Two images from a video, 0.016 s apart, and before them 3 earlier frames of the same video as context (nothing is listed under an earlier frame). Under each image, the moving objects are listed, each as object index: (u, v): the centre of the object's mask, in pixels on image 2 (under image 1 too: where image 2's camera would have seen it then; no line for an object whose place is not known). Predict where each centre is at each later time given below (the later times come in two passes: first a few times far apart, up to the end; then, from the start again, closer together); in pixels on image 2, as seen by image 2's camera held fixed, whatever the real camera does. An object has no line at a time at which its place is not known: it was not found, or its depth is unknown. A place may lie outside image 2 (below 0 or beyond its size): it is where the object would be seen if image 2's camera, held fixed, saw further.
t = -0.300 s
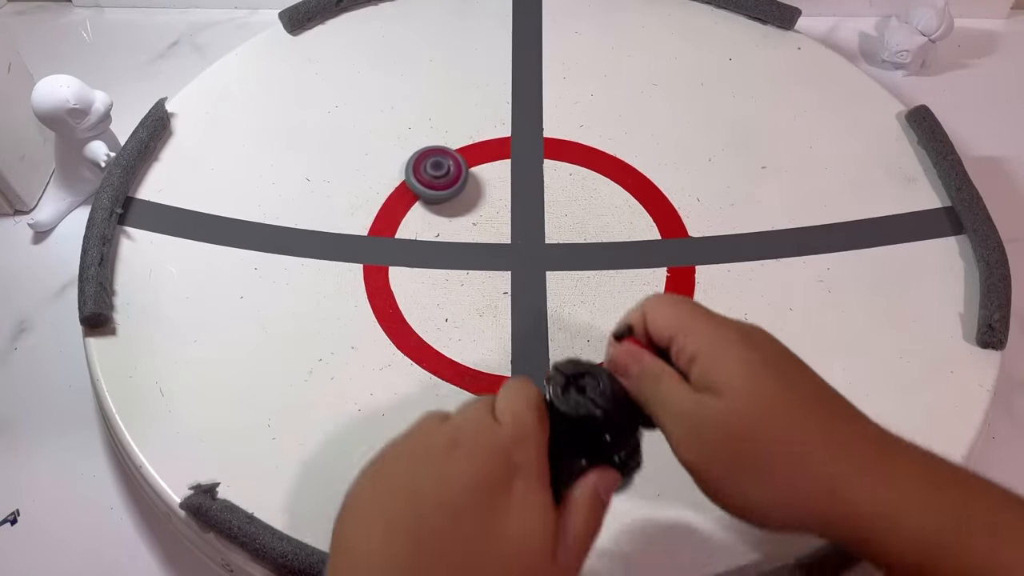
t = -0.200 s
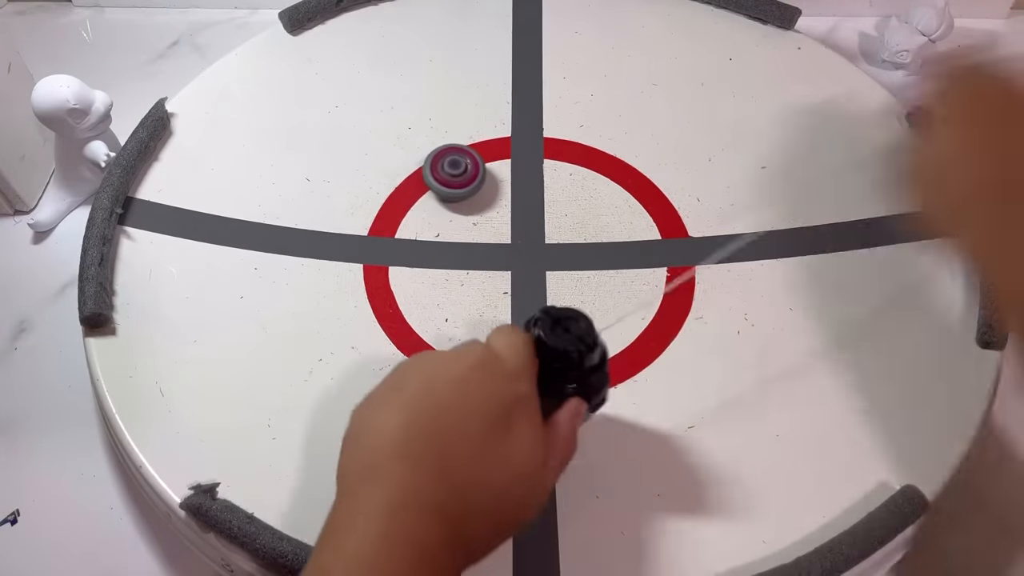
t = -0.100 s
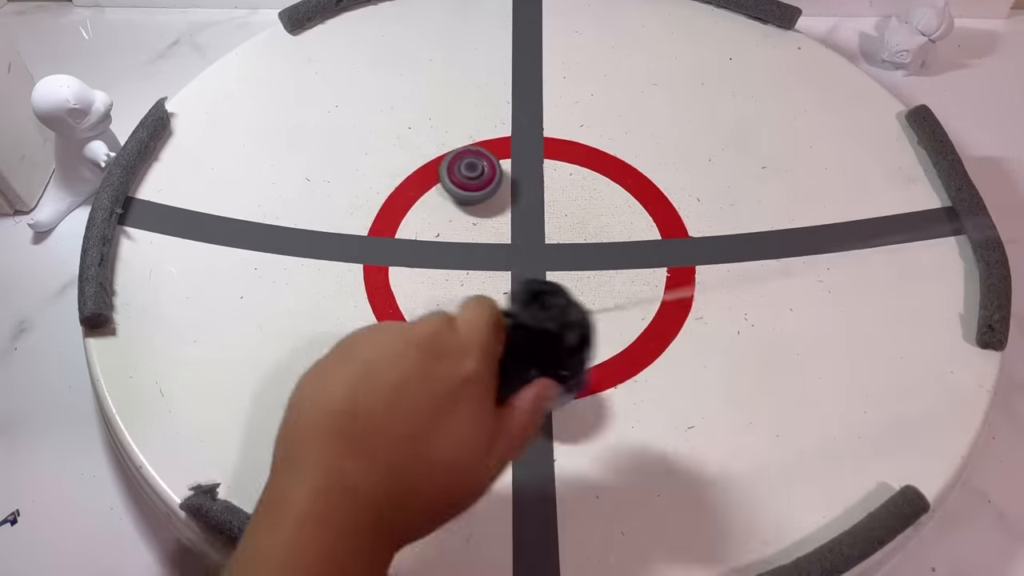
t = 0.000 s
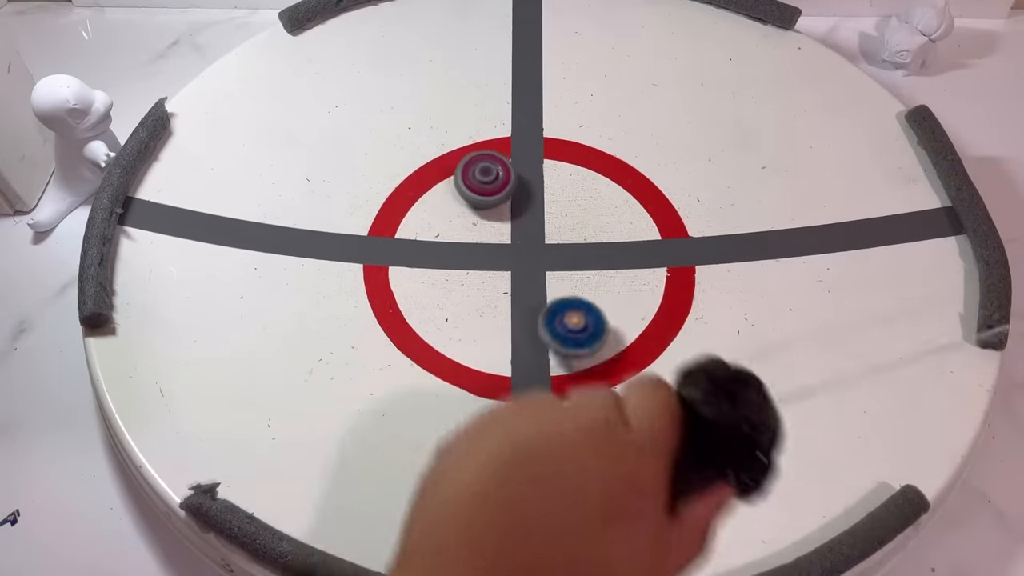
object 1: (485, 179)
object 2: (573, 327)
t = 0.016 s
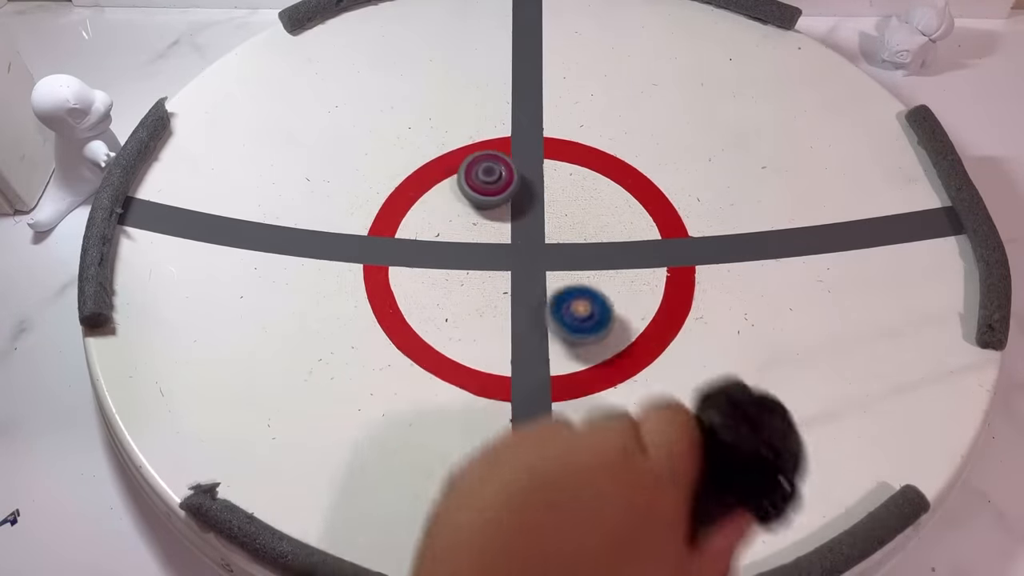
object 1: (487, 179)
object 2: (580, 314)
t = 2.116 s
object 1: (687, 211)
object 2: (346, 167)
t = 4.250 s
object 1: (504, 280)
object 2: (689, 139)
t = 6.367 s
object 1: (655, 372)
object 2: (472, 271)
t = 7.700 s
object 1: (665, 184)
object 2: (590, 414)
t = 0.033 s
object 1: (491, 180)
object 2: (586, 303)
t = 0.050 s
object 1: (495, 181)
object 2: (592, 292)
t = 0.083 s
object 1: (502, 181)
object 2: (602, 265)
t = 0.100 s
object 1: (507, 182)
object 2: (604, 252)
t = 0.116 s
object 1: (511, 181)
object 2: (605, 240)
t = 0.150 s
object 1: (518, 181)
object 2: (601, 213)
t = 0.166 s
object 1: (521, 180)
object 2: (597, 203)
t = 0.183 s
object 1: (525, 179)
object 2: (591, 189)
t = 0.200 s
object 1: (510, 173)
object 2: (611, 181)
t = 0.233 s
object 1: (466, 158)
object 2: (659, 173)
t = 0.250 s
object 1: (446, 150)
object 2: (680, 163)
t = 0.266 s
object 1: (428, 145)
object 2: (700, 157)
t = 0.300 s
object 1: (394, 133)
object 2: (730, 140)
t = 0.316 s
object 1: (379, 127)
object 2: (742, 132)
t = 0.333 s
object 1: (365, 123)
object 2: (751, 123)
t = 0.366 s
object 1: (342, 116)
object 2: (765, 99)
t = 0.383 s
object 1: (332, 114)
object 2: (769, 86)
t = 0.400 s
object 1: (323, 113)
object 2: (770, 73)
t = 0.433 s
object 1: (309, 114)
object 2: (766, 48)
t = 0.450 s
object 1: (303, 115)
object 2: (760, 36)
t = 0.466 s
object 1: (299, 118)
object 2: (751, 25)
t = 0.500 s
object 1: (294, 127)
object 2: (709, 15)
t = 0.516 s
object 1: (294, 132)
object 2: (685, 12)
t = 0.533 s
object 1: (294, 138)
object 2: (661, 14)
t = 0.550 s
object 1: (295, 145)
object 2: (638, 13)
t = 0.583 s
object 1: (299, 162)
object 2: (594, 14)
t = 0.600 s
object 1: (302, 171)
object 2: (575, 16)
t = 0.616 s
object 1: (306, 181)
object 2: (557, 19)
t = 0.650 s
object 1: (314, 199)
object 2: (521, 29)
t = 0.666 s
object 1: (319, 207)
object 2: (504, 37)
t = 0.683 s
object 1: (326, 217)
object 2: (486, 47)
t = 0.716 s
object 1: (338, 235)
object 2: (454, 66)
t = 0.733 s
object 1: (346, 241)
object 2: (439, 77)
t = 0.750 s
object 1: (354, 248)
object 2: (424, 88)
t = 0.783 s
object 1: (370, 261)
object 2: (398, 116)
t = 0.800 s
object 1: (379, 265)
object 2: (386, 130)
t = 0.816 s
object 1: (389, 271)
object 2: (377, 146)
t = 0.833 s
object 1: (401, 276)
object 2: (369, 162)
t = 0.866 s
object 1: (424, 287)
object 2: (358, 195)
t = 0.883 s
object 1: (435, 293)
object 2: (354, 212)
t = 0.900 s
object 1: (447, 297)
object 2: (353, 229)
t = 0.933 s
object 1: (469, 304)
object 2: (357, 263)
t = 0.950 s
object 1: (479, 306)
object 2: (361, 281)
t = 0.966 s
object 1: (489, 308)
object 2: (368, 295)
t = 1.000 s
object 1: (510, 311)
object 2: (384, 329)
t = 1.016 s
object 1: (521, 313)
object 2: (395, 345)
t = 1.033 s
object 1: (531, 314)
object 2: (409, 362)
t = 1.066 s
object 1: (551, 314)
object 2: (443, 392)
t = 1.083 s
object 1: (560, 314)
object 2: (460, 406)
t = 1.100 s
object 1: (568, 313)
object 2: (481, 418)
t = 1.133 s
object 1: (587, 312)
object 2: (526, 441)
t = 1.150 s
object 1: (597, 310)
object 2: (551, 449)
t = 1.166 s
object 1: (606, 309)
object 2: (575, 452)
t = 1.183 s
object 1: (615, 309)
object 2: (602, 457)
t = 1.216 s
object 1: (631, 305)
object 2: (652, 463)
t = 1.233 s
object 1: (638, 305)
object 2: (678, 463)
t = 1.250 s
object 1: (646, 303)
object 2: (704, 463)
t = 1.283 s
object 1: (661, 299)
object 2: (754, 456)
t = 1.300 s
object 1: (668, 296)
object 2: (778, 450)
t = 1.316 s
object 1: (676, 293)
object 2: (800, 443)
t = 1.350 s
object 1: (691, 288)
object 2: (842, 426)
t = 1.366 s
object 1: (699, 285)
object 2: (861, 415)
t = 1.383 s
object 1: (706, 282)
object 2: (879, 403)
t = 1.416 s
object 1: (717, 274)
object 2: (909, 376)
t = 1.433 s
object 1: (722, 271)
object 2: (922, 361)
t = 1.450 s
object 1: (728, 268)
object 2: (932, 346)
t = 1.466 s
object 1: (733, 265)
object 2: (940, 330)
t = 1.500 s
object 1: (739, 259)
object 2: (948, 297)
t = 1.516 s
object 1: (740, 256)
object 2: (945, 279)
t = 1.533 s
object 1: (740, 253)
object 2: (940, 257)
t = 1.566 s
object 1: (740, 247)
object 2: (920, 221)
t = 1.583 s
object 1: (740, 244)
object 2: (910, 208)
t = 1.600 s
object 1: (741, 241)
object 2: (896, 194)
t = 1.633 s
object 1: (741, 234)
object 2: (865, 167)
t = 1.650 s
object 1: (742, 231)
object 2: (849, 156)
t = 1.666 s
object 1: (743, 227)
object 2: (832, 144)
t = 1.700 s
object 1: (746, 221)
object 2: (798, 126)
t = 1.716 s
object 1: (745, 218)
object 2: (780, 118)
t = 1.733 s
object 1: (744, 216)
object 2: (761, 110)
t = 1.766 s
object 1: (742, 211)
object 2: (723, 98)
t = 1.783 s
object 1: (741, 209)
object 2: (703, 93)
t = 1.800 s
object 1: (740, 208)
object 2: (684, 89)
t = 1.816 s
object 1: (737, 207)
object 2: (663, 88)
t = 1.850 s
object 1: (731, 206)
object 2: (624, 84)
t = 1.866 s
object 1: (728, 206)
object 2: (604, 85)
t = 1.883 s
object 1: (726, 206)
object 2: (584, 85)
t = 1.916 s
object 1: (722, 206)
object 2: (546, 88)
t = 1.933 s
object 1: (719, 206)
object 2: (527, 90)
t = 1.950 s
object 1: (716, 206)
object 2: (510, 95)
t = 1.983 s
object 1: (711, 207)
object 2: (473, 103)
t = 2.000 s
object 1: (708, 207)
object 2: (457, 108)
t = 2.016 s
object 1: (705, 207)
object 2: (439, 115)
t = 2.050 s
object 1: (698, 208)
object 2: (407, 128)
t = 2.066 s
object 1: (695, 209)
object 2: (391, 137)
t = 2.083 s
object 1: (692, 209)
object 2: (375, 146)
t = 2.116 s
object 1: (687, 211)
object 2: (346, 167)
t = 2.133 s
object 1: (685, 212)
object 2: (332, 179)
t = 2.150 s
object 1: (684, 212)
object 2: (319, 191)
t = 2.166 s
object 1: (682, 213)
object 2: (309, 204)
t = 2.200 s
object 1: (679, 215)
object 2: (291, 230)
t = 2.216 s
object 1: (678, 215)
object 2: (284, 243)
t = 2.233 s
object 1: (676, 217)
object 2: (279, 257)
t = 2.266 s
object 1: (674, 219)
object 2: (276, 288)
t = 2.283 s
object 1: (672, 220)
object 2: (276, 303)
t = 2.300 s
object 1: (672, 220)
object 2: (277, 319)
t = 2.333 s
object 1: (669, 222)
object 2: (284, 350)
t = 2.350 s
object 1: (668, 223)
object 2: (291, 365)
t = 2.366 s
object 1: (668, 223)
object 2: (300, 380)
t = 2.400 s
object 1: (665, 225)
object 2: (322, 409)
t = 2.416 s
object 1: (665, 227)
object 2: (335, 421)
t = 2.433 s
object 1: (664, 229)
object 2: (350, 435)
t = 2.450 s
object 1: (663, 232)
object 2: (367, 446)
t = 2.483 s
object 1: (660, 239)
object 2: (407, 465)
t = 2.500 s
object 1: (659, 242)
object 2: (427, 472)
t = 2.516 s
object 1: (657, 246)
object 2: (450, 477)
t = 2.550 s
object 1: (655, 253)
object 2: (496, 484)
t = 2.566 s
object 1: (654, 256)
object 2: (521, 484)
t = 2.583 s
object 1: (652, 257)
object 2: (543, 482)
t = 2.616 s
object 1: (650, 260)
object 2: (588, 471)
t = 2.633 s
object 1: (649, 261)
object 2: (609, 464)
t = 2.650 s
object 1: (647, 262)
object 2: (630, 456)
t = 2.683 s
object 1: (644, 264)
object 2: (667, 436)
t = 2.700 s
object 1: (642, 264)
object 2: (684, 424)
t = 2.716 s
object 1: (641, 265)
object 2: (698, 412)
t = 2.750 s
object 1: (637, 267)
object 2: (723, 382)
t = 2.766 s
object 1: (635, 267)
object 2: (732, 368)
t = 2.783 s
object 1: (632, 268)
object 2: (741, 353)
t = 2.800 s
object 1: (631, 269)
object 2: (747, 337)
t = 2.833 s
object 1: (627, 269)
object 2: (754, 305)
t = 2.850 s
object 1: (626, 268)
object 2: (754, 289)
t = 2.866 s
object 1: (624, 268)
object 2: (753, 274)
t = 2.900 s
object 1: (623, 269)
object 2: (745, 241)
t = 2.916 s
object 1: (622, 268)
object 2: (740, 229)
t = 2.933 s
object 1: (622, 269)
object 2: (732, 214)
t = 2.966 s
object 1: (621, 269)
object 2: (713, 184)
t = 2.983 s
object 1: (620, 269)
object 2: (702, 172)
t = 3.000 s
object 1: (620, 268)
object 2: (690, 159)
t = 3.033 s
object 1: (618, 268)
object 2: (666, 140)
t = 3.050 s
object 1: (618, 268)
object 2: (653, 132)
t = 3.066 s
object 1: (616, 267)
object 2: (639, 124)
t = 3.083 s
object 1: (616, 267)
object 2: (625, 116)
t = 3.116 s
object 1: (614, 268)
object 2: (595, 103)
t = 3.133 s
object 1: (613, 268)
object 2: (579, 99)
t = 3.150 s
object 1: (611, 268)
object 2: (564, 93)
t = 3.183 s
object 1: (608, 269)
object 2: (531, 88)
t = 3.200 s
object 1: (606, 270)
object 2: (516, 88)
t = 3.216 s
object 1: (603, 271)
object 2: (500, 88)
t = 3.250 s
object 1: (595, 273)
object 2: (468, 87)
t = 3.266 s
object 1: (590, 275)
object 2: (453, 88)
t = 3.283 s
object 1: (585, 275)
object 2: (438, 92)
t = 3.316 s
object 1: (575, 277)
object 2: (408, 101)
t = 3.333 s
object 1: (571, 278)
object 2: (393, 106)
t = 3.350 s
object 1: (567, 279)
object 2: (380, 112)
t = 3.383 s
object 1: (562, 279)
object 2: (352, 128)
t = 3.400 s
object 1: (560, 279)
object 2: (340, 136)
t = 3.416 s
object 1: (558, 279)
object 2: (329, 146)
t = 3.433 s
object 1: (557, 279)
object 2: (318, 156)
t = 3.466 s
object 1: (554, 279)
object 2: (301, 176)
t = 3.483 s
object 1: (553, 278)
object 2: (294, 189)
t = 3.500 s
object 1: (552, 278)
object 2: (290, 201)
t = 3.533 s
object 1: (550, 278)
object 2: (285, 227)
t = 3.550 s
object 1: (548, 278)
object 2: (284, 240)
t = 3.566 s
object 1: (546, 278)
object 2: (285, 253)
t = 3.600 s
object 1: (545, 279)
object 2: (292, 279)
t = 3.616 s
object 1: (544, 280)
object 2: (298, 291)
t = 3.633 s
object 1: (543, 281)
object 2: (306, 305)
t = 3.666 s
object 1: (541, 283)
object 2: (326, 329)
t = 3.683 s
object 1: (540, 285)
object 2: (339, 340)
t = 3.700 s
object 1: (539, 286)
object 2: (354, 349)
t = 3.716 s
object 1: (538, 287)
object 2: (371, 359)
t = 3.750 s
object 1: (534, 290)
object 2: (407, 373)
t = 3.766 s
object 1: (531, 290)
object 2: (426, 379)
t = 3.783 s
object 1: (529, 291)
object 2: (447, 382)
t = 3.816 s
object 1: (524, 291)
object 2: (486, 387)
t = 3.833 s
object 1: (522, 291)
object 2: (509, 389)
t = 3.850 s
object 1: (521, 290)
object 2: (527, 387)
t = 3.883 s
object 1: (519, 289)
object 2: (563, 375)
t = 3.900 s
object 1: (518, 288)
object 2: (579, 369)
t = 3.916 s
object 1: (518, 287)
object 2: (596, 362)
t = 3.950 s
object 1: (518, 286)
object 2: (627, 346)
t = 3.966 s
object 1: (518, 285)
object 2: (642, 338)
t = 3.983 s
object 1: (518, 284)
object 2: (655, 328)
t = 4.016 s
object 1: (518, 283)
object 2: (677, 305)
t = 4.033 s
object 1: (517, 283)
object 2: (686, 294)
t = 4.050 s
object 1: (517, 282)
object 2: (694, 282)
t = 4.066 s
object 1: (516, 281)
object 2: (699, 270)
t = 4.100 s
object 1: (516, 280)
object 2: (708, 243)
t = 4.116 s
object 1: (515, 280)
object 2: (711, 233)
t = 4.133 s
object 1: (515, 280)
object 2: (713, 221)
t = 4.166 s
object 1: (511, 280)
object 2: (712, 195)
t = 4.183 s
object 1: (510, 280)
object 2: (710, 183)
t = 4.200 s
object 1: (508, 281)
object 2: (707, 171)
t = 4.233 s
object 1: (505, 281)
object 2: (697, 149)
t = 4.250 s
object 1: (504, 280)
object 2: (689, 139)
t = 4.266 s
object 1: (503, 280)
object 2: (681, 129)
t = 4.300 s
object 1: (501, 280)
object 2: (663, 111)
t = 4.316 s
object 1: (501, 280)
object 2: (652, 105)
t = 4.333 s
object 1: (501, 280)
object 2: (640, 98)
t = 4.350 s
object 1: (501, 280)
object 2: (629, 93)
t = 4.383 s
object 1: (501, 279)
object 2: (605, 83)
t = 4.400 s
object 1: (501, 279)
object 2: (593, 80)
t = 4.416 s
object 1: (501, 278)
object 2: (580, 77)
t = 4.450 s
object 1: (501, 277)
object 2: (554, 75)
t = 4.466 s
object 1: (501, 276)
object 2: (541, 76)
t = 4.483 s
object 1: (501, 275)
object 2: (528, 76)
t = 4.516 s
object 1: (501, 274)
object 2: (502, 82)
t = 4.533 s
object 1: (501, 273)
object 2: (489, 87)
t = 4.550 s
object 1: (501, 273)
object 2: (476, 91)
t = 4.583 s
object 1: (499, 269)
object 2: (452, 103)
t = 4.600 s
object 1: (498, 267)
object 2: (441, 109)
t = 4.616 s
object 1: (497, 264)
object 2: (430, 116)
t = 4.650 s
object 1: (495, 258)
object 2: (412, 133)
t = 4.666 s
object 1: (494, 254)
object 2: (404, 143)
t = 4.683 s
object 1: (491, 251)
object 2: (398, 153)
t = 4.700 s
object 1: (490, 247)
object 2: (393, 164)
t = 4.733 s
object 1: (488, 241)
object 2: (387, 187)
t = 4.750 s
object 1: (487, 238)
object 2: (387, 198)
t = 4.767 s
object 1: (487, 236)
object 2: (388, 209)
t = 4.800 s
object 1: (487, 234)
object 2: (392, 233)
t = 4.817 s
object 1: (487, 233)
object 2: (394, 244)
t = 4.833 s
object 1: (487, 232)
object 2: (400, 255)
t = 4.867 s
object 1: (488, 233)
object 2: (415, 277)
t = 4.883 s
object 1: (488, 233)
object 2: (425, 287)
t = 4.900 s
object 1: (489, 233)
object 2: (437, 297)
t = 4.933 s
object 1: (489, 233)
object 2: (462, 314)
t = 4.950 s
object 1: (489, 232)
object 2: (475, 321)
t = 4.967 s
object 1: (489, 232)
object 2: (490, 328)
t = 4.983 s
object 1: (488, 232)
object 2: (504, 334)
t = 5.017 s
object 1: (487, 231)
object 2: (535, 341)
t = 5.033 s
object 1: (487, 231)
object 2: (552, 344)
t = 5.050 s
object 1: (488, 230)
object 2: (569, 345)
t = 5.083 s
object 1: (488, 229)
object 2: (600, 343)
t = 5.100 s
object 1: (488, 229)
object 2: (616, 342)
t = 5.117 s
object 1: (488, 230)
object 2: (631, 339)
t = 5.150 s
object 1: (488, 230)
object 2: (660, 330)
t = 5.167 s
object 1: (488, 230)
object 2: (675, 324)
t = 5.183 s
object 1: (488, 230)
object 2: (689, 318)
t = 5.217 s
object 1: (487, 230)
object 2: (714, 303)
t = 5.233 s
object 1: (487, 230)
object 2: (726, 295)
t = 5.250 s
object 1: (487, 230)
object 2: (736, 287)
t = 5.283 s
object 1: (486, 230)
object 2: (753, 269)
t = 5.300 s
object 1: (486, 230)
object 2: (758, 259)
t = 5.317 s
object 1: (486, 230)
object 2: (762, 249)
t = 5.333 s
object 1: (486, 230)
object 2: (765, 239)
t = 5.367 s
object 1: (486, 230)
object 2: (767, 219)
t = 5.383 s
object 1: (486, 230)
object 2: (766, 208)
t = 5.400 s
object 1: (485, 230)
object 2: (763, 197)
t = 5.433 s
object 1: (485, 231)
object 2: (753, 178)
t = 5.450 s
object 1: (485, 231)
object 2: (746, 170)
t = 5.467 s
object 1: (486, 231)
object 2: (738, 162)
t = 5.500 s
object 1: (487, 231)
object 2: (720, 147)
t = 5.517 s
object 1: (488, 230)
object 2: (710, 141)
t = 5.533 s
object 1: (488, 230)
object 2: (699, 135)
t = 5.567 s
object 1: (489, 230)
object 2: (673, 125)
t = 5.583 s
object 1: (490, 231)
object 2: (661, 123)
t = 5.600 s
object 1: (490, 231)
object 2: (648, 123)
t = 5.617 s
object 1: (491, 230)
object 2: (635, 122)
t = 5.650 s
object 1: (491, 230)
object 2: (609, 125)
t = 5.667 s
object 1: (492, 231)
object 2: (597, 128)
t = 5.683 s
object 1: (493, 231)
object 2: (584, 131)
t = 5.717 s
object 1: (495, 231)
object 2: (564, 139)
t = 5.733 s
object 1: (496, 231)
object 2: (553, 144)
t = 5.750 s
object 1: (497, 231)
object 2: (541, 150)
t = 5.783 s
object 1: (499, 231)
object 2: (522, 162)
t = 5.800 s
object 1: (500, 231)
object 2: (513, 170)
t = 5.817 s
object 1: (501, 231)
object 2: (509, 176)
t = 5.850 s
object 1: (497, 261)
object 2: (506, 161)
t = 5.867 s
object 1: (495, 277)
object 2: (503, 155)
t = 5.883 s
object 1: (494, 291)
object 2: (499, 150)
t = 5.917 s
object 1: (492, 316)
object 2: (491, 145)
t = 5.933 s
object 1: (492, 329)
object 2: (486, 143)
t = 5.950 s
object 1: (492, 341)
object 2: (481, 141)
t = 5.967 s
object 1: (493, 351)
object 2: (476, 140)
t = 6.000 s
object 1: (497, 368)
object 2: (465, 139)
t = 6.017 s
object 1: (501, 376)
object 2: (458, 139)
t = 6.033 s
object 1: (505, 381)
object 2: (449, 140)
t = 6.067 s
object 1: (518, 386)
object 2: (432, 146)
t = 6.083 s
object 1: (524, 388)
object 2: (424, 151)
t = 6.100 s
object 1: (530, 390)
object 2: (417, 157)
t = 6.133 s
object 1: (543, 391)
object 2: (407, 172)
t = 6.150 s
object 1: (550, 390)
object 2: (405, 180)
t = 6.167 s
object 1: (558, 389)
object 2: (405, 189)
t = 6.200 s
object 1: (573, 387)
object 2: (404, 205)
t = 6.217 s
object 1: (582, 386)
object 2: (406, 213)
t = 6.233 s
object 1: (591, 386)
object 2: (408, 221)
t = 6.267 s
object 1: (608, 383)
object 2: (417, 237)
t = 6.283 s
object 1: (617, 383)
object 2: (423, 244)
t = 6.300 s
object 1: (626, 381)
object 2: (431, 250)
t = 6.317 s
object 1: (635, 379)
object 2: (440, 257)
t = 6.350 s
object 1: (649, 374)
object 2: (460, 266)
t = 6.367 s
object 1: (655, 372)
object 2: (472, 271)
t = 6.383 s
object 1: (660, 369)
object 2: (482, 274)
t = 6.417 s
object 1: (671, 362)
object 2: (506, 279)
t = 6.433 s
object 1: (677, 358)
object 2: (518, 280)
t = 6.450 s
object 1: (682, 354)
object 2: (529, 279)
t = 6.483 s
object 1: (692, 346)
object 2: (553, 278)
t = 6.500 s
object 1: (696, 343)
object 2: (566, 276)
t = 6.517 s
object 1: (700, 339)
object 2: (578, 274)
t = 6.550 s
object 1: (708, 332)
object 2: (601, 266)
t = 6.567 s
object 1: (711, 328)
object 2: (612, 260)
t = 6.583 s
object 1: (714, 324)
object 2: (621, 254)
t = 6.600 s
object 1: (716, 321)
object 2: (629, 249)
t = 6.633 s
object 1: (718, 314)
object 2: (646, 236)
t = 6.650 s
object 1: (719, 311)
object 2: (653, 228)
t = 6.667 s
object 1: (720, 307)
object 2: (657, 221)
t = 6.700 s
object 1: (722, 300)
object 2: (665, 207)
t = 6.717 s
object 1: (723, 296)
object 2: (669, 200)
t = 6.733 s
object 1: (723, 292)
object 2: (671, 191)
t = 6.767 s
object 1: (723, 284)
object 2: (670, 176)
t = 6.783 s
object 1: (723, 280)
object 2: (669, 169)
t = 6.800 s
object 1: (722, 276)
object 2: (666, 162)
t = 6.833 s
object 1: (716, 270)
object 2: (660, 150)
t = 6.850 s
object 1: (713, 268)
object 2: (656, 145)
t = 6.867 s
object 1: (710, 266)
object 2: (650, 140)
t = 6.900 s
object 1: (703, 263)
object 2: (641, 131)
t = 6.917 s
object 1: (700, 261)
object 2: (635, 127)
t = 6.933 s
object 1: (697, 260)
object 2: (629, 124)
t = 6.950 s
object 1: (695, 259)
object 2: (622, 122)
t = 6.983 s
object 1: (690, 257)
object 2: (606, 119)
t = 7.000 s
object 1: (688, 257)
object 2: (598, 118)
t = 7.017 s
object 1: (686, 257)
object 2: (589, 118)
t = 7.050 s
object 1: (682, 257)
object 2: (573, 122)
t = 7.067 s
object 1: (679, 257)
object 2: (565, 125)
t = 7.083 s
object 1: (677, 256)
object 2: (557, 128)
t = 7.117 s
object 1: (672, 254)
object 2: (540, 137)
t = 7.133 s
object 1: (670, 254)
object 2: (533, 141)
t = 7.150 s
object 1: (667, 255)
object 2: (526, 147)
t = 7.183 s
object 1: (661, 256)
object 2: (515, 159)
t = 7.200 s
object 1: (657, 256)
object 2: (510, 166)
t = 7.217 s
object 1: (653, 257)
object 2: (506, 174)
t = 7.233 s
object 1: (650, 258)
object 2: (502, 182)
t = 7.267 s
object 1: (643, 259)
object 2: (496, 198)
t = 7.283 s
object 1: (640, 259)
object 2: (495, 207)
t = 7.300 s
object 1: (636, 259)
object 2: (495, 216)
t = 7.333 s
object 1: (630, 260)
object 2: (497, 234)
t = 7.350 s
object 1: (627, 259)
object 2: (500, 242)
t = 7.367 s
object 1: (624, 259)
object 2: (504, 250)
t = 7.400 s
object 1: (619, 259)
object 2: (515, 266)
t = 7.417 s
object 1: (617, 259)
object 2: (522, 272)
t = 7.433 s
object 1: (614, 259)
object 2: (528, 277)
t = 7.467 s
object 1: (609, 259)
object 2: (541, 289)
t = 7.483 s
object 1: (606, 259)
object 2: (549, 294)
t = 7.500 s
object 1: (612, 254)
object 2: (549, 303)
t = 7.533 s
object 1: (635, 239)
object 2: (539, 330)
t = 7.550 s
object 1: (645, 232)
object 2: (536, 341)
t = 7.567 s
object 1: (652, 224)
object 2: (537, 353)
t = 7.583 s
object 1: (659, 218)
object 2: (538, 363)
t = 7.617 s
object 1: (668, 205)
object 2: (547, 379)
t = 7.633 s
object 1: (671, 200)
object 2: (553, 387)
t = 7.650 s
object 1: (671, 195)
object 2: (562, 393)
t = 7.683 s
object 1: (668, 187)
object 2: (580, 407)
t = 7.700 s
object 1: (665, 184)
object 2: (590, 414)
